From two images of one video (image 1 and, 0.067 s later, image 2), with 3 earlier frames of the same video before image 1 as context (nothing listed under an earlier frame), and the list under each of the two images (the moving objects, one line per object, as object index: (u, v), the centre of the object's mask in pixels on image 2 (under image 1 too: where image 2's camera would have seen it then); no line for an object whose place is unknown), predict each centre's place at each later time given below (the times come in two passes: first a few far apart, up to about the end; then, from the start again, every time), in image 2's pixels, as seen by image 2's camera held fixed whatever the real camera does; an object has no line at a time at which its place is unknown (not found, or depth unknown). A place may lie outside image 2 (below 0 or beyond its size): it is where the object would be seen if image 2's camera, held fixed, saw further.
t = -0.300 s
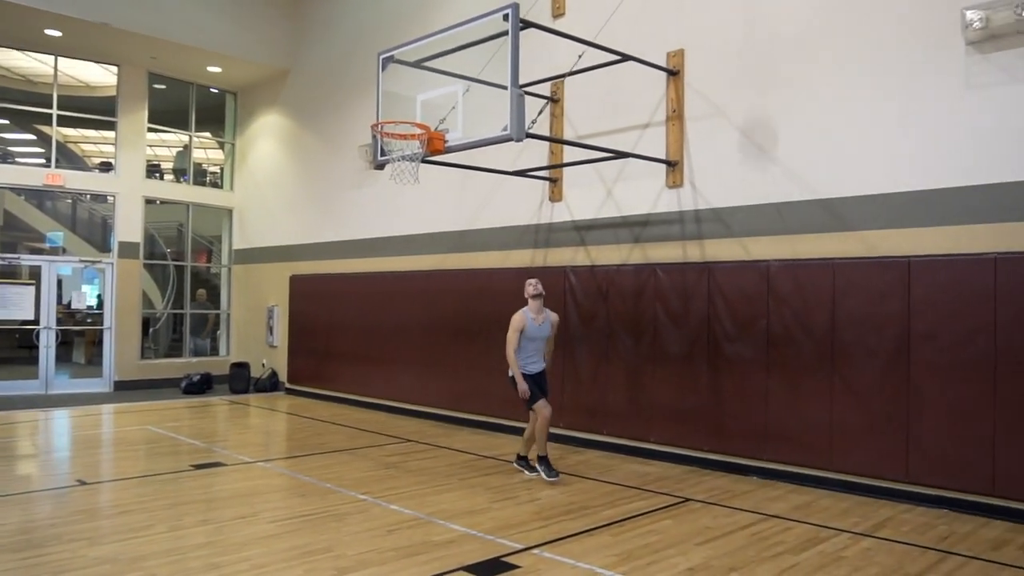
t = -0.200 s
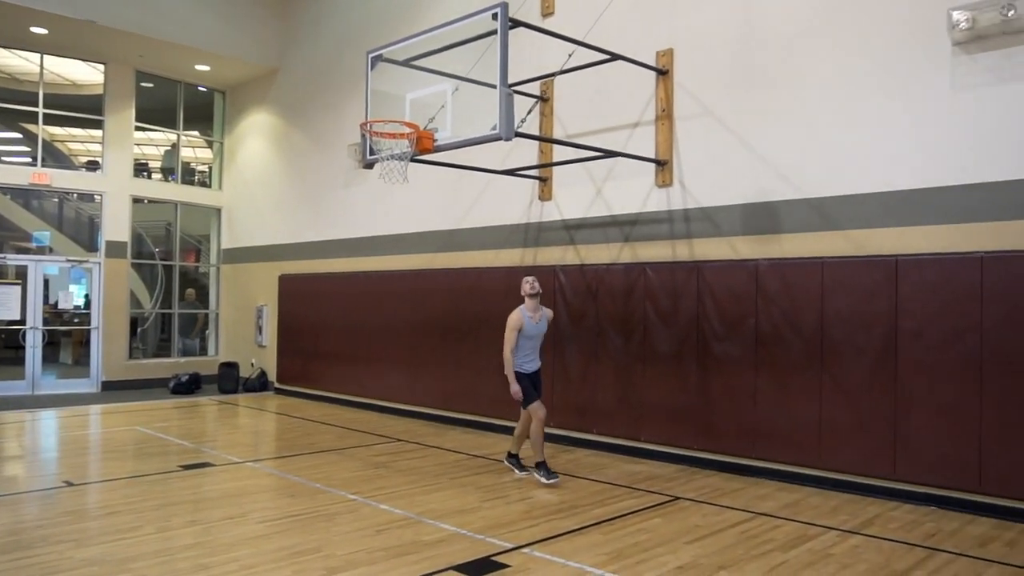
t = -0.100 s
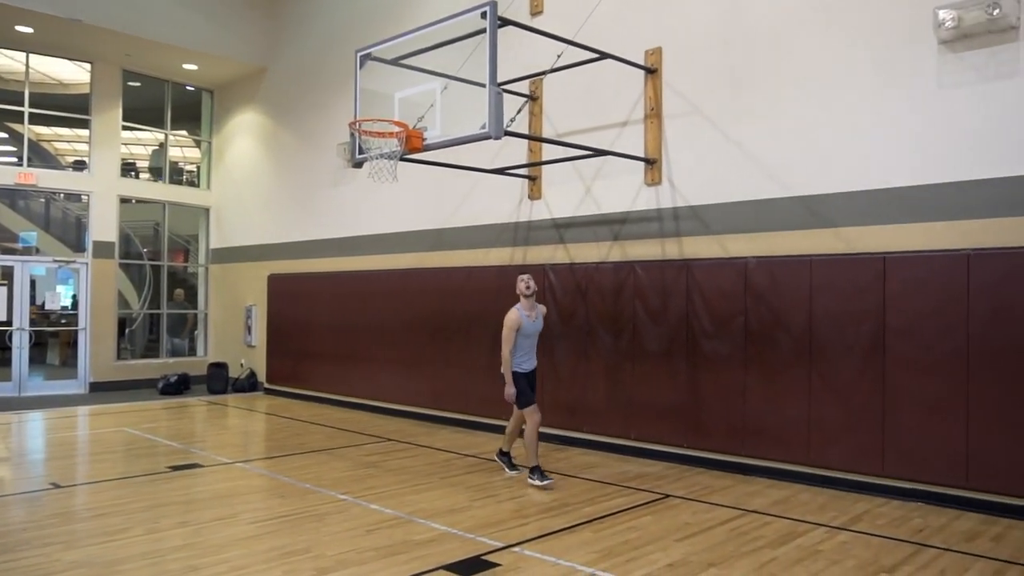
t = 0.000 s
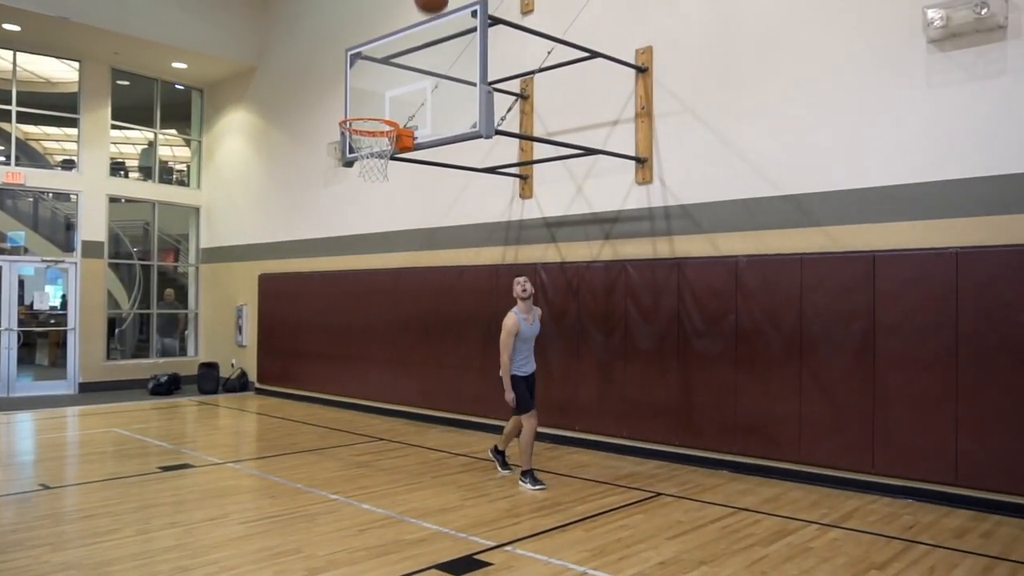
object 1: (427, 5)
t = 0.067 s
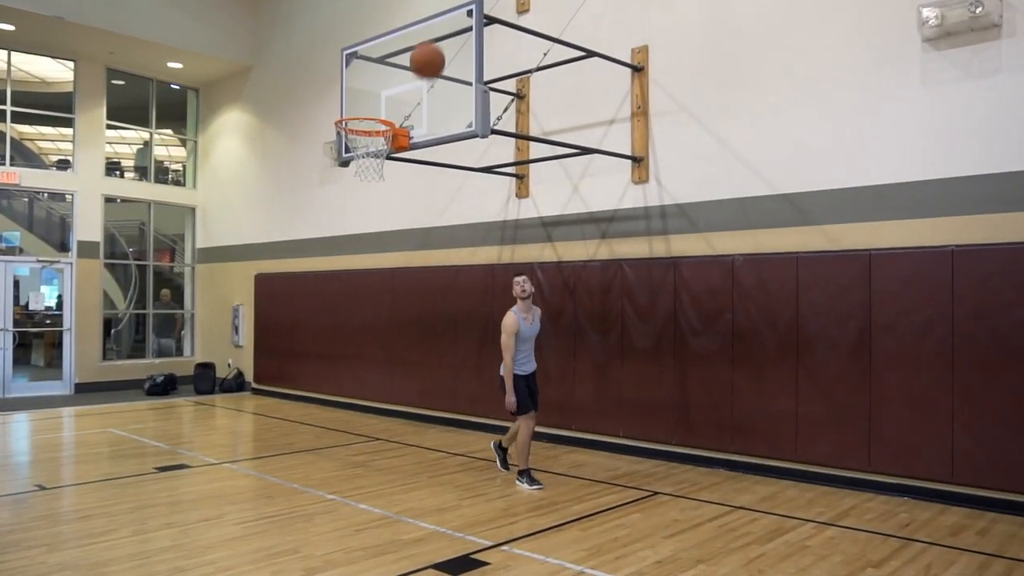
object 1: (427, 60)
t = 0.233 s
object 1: (427, 258)
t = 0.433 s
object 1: (425, 514)
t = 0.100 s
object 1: (427, 95)
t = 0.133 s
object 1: (427, 133)
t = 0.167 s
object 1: (427, 173)
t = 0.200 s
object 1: (427, 214)
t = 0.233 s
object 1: (427, 258)
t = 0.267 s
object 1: (426, 305)
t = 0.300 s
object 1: (425, 352)
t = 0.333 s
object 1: (424, 402)
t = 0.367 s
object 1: (424, 455)
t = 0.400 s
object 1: (421, 507)
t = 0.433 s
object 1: (425, 514)
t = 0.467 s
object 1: (432, 477)
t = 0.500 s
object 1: (442, 443)
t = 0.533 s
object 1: (450, 408)
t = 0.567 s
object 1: (457, 377)
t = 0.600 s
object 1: (466, 347)
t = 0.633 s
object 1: (473, 317)
